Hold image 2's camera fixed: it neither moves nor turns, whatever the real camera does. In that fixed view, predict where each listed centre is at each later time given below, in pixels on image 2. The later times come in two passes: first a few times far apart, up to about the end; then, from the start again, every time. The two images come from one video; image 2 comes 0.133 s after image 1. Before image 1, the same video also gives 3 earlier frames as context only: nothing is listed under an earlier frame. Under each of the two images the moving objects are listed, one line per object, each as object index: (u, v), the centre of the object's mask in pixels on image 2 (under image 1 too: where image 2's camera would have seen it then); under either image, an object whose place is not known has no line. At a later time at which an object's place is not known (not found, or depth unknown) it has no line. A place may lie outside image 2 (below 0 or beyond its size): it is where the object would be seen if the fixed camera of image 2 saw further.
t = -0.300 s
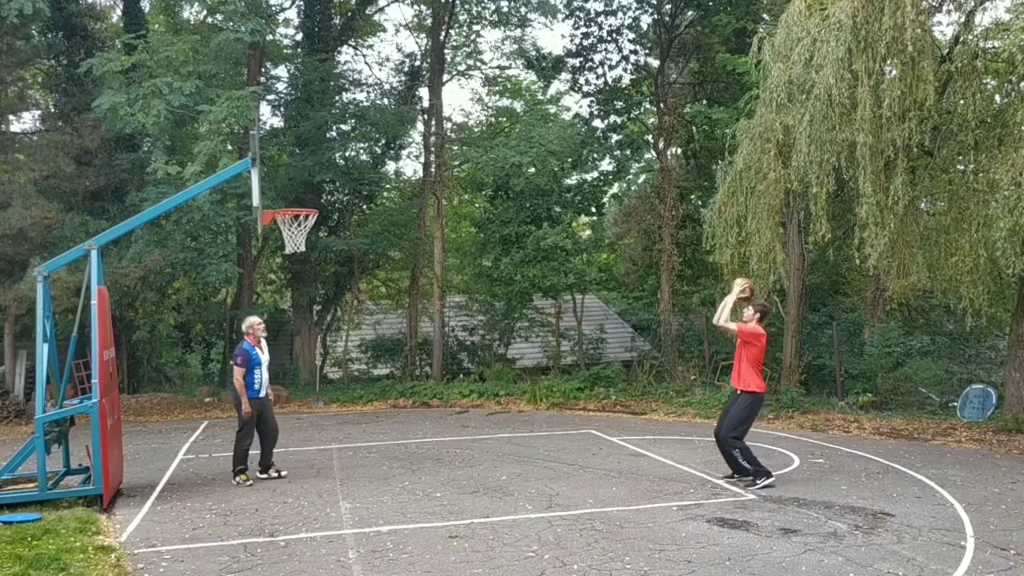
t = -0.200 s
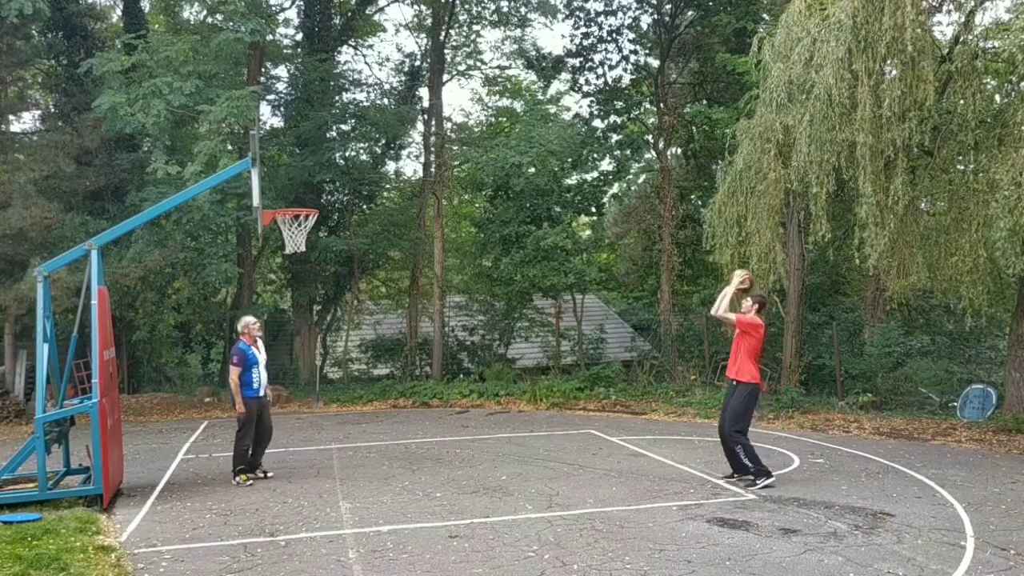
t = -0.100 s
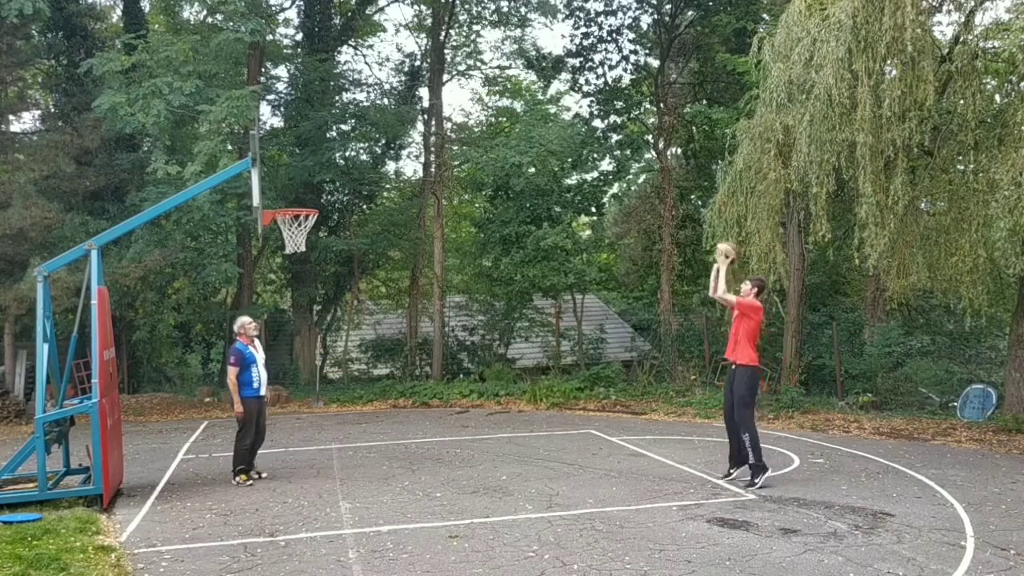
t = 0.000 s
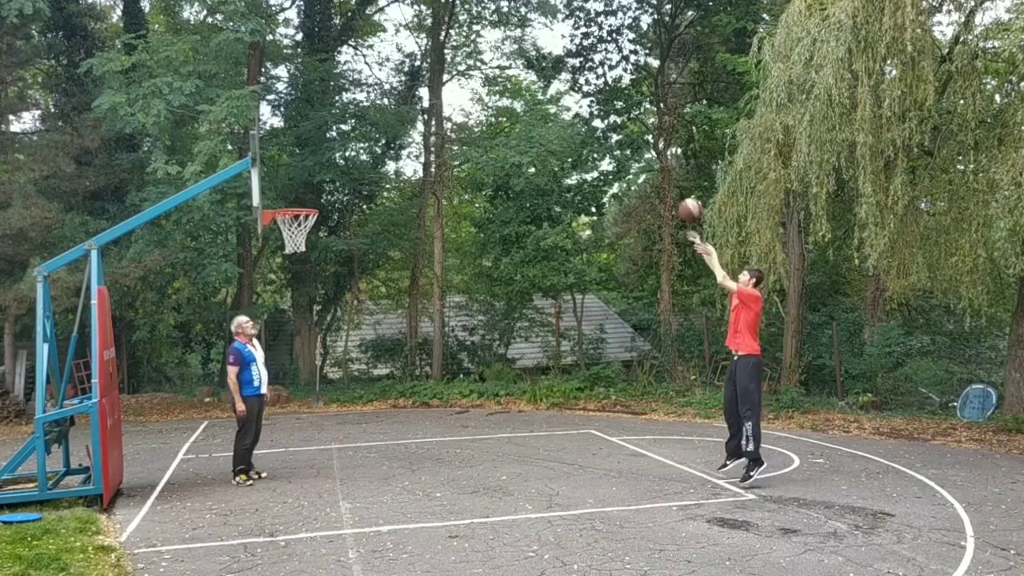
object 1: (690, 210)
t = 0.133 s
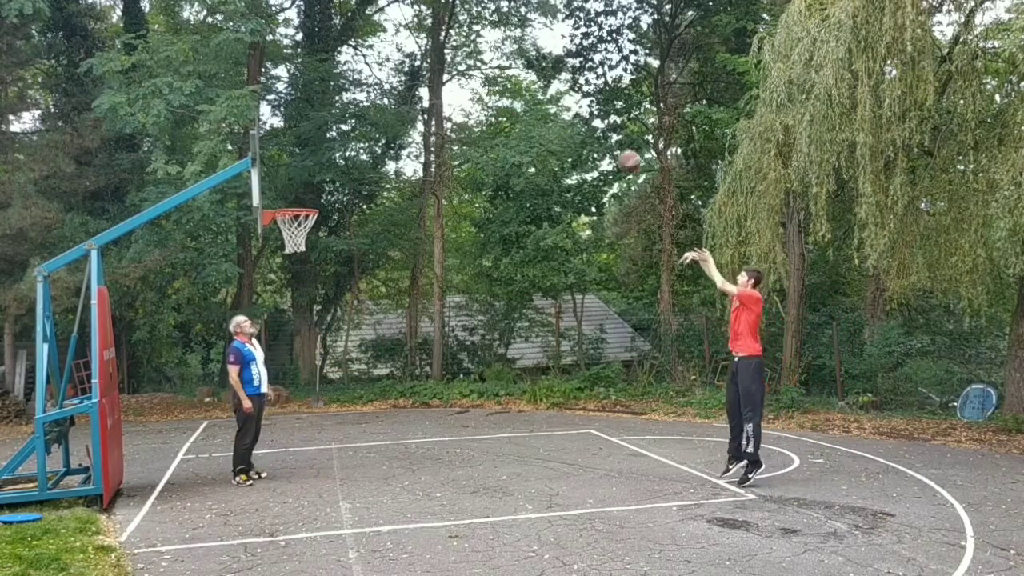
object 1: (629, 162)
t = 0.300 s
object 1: (555, 125)
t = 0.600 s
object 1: (431, 122)
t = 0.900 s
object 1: (311, 194)
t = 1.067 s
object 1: (279, 232)
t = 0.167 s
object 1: (614, 152)
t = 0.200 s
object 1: (599, 144)
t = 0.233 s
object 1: (584, 137)
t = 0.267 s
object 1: (570, 131)
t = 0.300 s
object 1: (555, 125)
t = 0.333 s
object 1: (541, 121)
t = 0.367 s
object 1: (527, 118)
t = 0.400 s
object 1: (512, 115)
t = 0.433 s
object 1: (498, 115)
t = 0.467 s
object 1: (485, 114)
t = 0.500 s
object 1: (470, 114)
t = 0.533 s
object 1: (458, 116)
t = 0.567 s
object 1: (444, 117)
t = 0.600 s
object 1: (431, 122)
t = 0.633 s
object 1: (417, 126)
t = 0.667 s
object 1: (402, 131)
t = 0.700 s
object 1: (389, 137)
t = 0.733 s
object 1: (376, 144)
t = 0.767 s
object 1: (363, 153)
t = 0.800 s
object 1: (349, 162)
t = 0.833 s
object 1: (337, 172)
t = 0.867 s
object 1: (324, 183)
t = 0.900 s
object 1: (311, 194)
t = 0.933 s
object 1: (299, 203)
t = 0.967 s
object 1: (285, 221)
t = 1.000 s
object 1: (277, 231)
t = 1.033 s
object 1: (279, 230)
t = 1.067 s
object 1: (279, 232)
